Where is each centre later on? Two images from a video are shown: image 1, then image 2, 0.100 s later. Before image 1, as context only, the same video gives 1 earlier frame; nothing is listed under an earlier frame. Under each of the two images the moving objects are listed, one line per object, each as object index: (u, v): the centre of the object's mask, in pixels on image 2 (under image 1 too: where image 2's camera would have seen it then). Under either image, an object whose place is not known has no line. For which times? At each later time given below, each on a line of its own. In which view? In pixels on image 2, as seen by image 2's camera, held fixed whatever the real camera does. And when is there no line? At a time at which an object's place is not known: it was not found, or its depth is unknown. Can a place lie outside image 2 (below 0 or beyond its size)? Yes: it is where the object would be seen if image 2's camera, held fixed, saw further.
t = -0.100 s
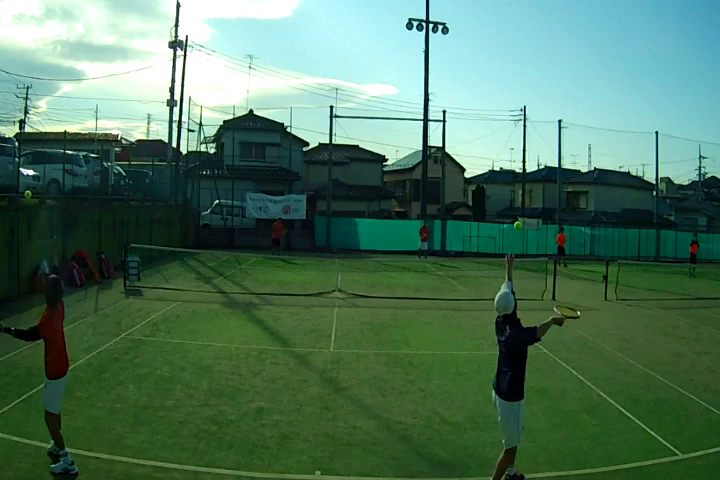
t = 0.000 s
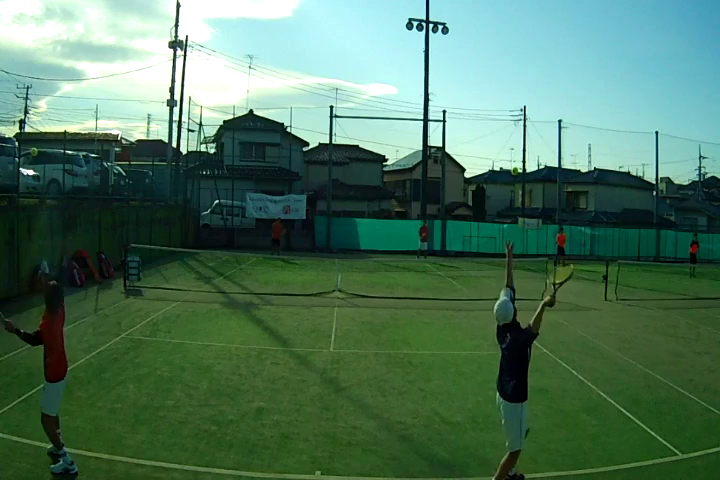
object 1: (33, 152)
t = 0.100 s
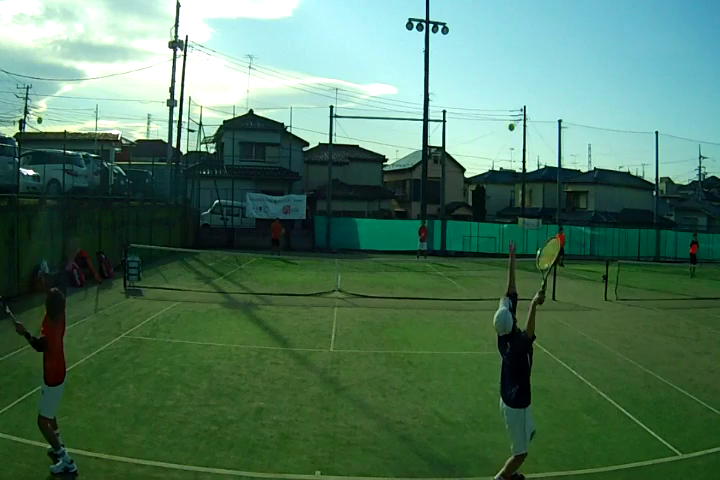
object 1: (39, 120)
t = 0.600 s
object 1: (61, 128)
